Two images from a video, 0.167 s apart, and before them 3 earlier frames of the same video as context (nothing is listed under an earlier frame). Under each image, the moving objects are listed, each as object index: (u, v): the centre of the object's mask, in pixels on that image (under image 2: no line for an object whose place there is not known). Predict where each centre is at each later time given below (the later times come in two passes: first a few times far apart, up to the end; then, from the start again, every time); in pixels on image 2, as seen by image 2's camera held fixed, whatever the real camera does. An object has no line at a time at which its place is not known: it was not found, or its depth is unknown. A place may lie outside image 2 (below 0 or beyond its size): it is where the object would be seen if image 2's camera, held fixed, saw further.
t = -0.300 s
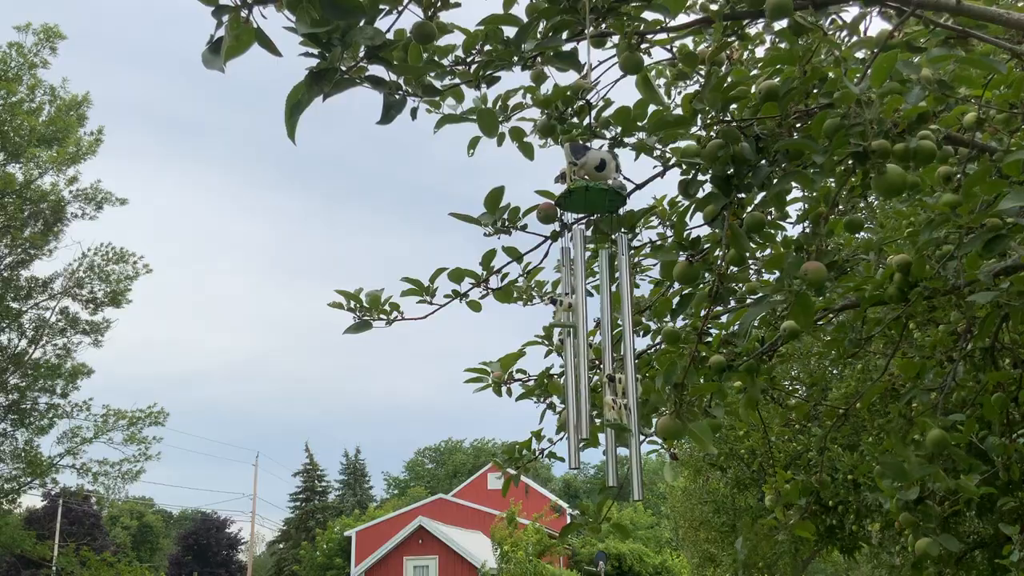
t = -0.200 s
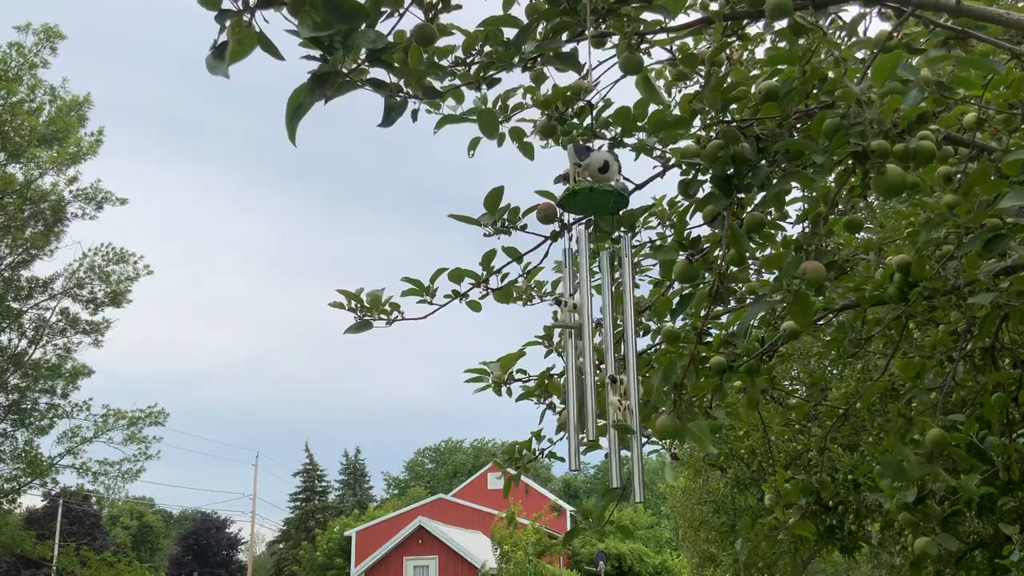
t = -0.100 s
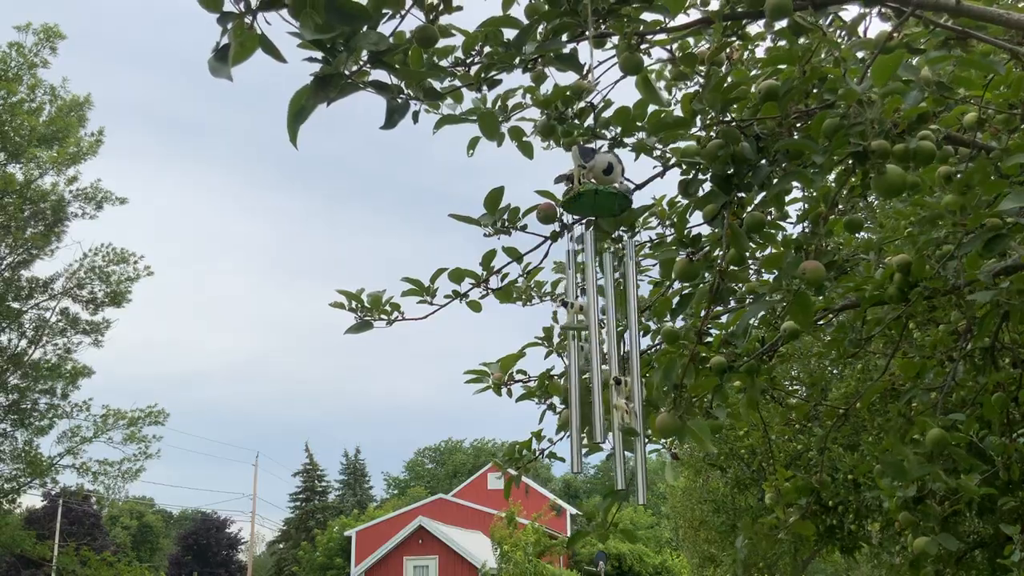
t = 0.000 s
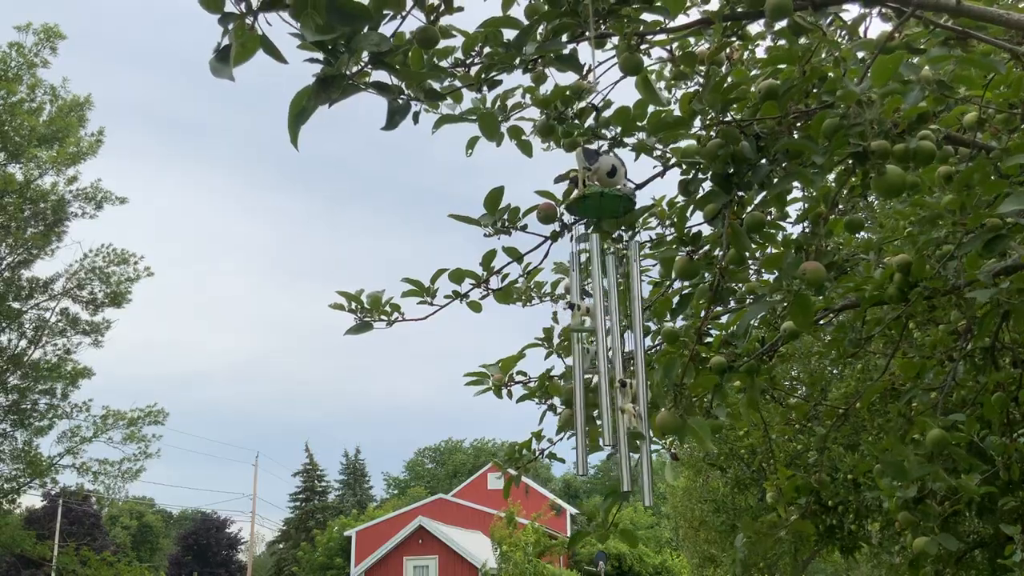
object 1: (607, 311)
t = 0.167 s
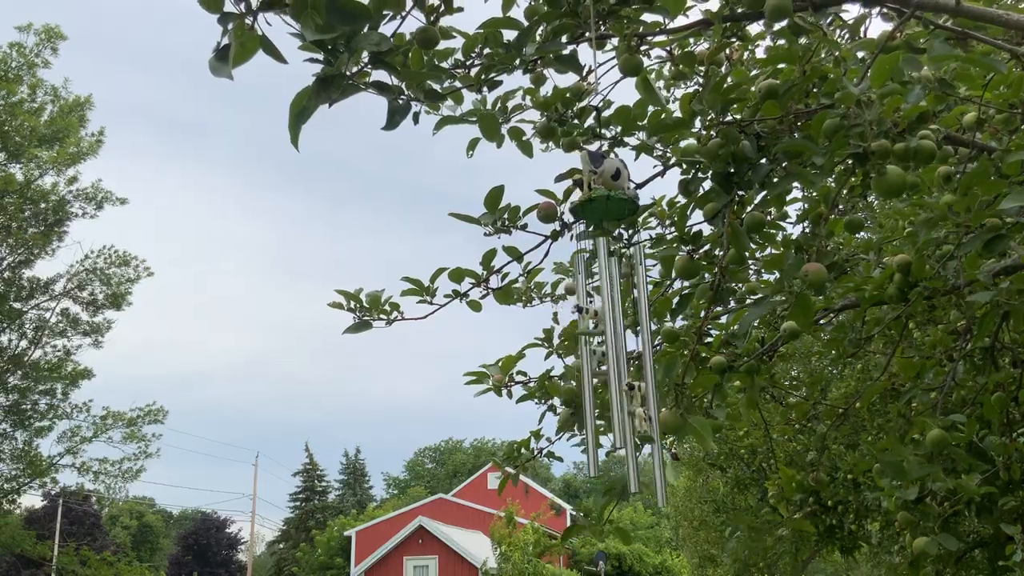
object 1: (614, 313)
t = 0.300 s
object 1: (617, 316)
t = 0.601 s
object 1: (610, 313)
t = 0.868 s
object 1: (598, 310)
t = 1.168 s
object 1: (599, 310)
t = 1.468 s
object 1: (613, 312)
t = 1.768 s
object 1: (617, 318)
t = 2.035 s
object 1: (608, 318)
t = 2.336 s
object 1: (597, 315)
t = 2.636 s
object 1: (598, 315)
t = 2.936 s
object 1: (613, 306)
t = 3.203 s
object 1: (620, 306)
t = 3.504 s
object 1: (610, 310)
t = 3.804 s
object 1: (598, 309)
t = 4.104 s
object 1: (599, 306)
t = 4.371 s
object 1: (611, 308)
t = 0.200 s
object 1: (615, 314)
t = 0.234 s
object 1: (616, 315)
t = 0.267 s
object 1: (617, 316)
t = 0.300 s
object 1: (617, 316)
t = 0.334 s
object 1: (618, 316)
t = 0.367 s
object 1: (618, 316)
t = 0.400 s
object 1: (618, 317)
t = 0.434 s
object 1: (617, 317)
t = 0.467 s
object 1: (616, 316)
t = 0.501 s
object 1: (615, 315)
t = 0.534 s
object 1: (613, 314)
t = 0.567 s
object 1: (612, 312)
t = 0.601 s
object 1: (610, 313)
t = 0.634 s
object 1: (608, 310)
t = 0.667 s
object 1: (606, 310)
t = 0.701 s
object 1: (604, 309)
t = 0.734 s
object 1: (603, 310)
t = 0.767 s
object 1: (601, 310)
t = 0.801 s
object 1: (600, 310)
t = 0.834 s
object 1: (599, 310)
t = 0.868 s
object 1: (598, 310)
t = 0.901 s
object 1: (597, 310)
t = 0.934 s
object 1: (597, 310)
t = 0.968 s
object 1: (596, 310)
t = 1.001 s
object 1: (597, 310)
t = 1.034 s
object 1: (597, 310)
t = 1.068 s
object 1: (597, 310)
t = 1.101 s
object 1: (597, 310)
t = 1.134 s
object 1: (598, 310)
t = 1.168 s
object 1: (599, 310)
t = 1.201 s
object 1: (601, 310)
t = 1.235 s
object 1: (602, 309)
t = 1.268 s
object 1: (604, 309)
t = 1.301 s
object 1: (605, 310)
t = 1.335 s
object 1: (607, 310)
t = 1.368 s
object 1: (608, 311)
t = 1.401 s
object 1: (610, 312)
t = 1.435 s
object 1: (611, 311)
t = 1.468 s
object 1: (613, 312)
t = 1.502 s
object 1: (614, 313)
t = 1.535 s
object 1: (615, 314)
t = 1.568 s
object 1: (616, 314)
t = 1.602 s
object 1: (617, 315)
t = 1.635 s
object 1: (617, 315)
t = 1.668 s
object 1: (617, 315)
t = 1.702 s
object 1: (617, 317)
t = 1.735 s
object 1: (617, 317)
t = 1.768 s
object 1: (617, 318)
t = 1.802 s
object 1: (616, 319)
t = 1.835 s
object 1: (615, 320)
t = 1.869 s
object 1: (614, 319)
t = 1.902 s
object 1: (613, 319)
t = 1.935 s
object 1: (612, 318)
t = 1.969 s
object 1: (611, 318)
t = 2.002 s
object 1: (609, 317)
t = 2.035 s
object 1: (608, 318)
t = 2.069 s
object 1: (606, 317)
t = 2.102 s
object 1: (605, 317)
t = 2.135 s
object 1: (604, 317)
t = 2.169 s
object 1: (603, 317)
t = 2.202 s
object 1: (602, 317)
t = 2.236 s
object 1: (600, 316)
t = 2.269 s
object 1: (599, 316)
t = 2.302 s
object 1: (598, 316)
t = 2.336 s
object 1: (597, 315)
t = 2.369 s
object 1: (596, 315)
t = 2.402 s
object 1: (595, 315)
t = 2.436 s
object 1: (595, 316)
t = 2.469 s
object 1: (595, 316)
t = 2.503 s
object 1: (595, 315)
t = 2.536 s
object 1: (595, 315)
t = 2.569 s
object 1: (596, 316)
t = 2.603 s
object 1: (597, 315)
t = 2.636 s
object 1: (598, 315)
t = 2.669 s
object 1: (599, 314)
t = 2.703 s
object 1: (601, 312)
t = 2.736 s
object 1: (603, 312)
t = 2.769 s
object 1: (604, 311)
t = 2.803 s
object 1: (605, 308)
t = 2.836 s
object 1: (607, 307)
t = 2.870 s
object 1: (609, 306)
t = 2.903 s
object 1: (611, 305)
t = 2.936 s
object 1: (613, 306)
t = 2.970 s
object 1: (614, 305)
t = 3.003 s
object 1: (616, 307)
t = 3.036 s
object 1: (616, 304)
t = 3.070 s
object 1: (617, 304)
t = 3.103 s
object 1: (618, 304)
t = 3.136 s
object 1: (619, 305)
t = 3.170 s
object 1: (619, 305)
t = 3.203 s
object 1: (620, 306)
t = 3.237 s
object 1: (620, 306)
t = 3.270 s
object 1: (619, 306)
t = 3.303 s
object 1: (618, 306)
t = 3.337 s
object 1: (617, 306)
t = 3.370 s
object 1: (616, 307)
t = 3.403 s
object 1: (615, 309)
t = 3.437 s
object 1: (614, 310)
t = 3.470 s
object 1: (612, 310)
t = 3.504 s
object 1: (610, 310)
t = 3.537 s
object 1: (609, 310)
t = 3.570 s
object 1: (607, 309)
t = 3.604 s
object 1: (606, 311)
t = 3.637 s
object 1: (605, 311)
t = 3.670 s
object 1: (603, 310)
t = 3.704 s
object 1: (602, 310)
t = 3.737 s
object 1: (601, 309)
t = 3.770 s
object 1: (600, 309)
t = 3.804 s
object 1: (598, 309)
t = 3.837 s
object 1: (598, 310)
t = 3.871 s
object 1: (597, 309)
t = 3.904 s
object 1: (597, 309)
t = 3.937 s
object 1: (597, 308)
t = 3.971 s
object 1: (597, 308)
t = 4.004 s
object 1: (597, 308)
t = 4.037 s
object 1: (598, 308)
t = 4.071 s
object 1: (598, 307)
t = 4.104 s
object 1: (599, 306)
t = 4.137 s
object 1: (600, 305)
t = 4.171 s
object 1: (601, 305)
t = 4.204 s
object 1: (603, 306)
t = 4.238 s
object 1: (604, 307)
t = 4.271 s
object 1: (606, 309)
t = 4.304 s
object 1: (608, 301)
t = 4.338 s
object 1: (610, 305)
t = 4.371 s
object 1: (611, 308)
